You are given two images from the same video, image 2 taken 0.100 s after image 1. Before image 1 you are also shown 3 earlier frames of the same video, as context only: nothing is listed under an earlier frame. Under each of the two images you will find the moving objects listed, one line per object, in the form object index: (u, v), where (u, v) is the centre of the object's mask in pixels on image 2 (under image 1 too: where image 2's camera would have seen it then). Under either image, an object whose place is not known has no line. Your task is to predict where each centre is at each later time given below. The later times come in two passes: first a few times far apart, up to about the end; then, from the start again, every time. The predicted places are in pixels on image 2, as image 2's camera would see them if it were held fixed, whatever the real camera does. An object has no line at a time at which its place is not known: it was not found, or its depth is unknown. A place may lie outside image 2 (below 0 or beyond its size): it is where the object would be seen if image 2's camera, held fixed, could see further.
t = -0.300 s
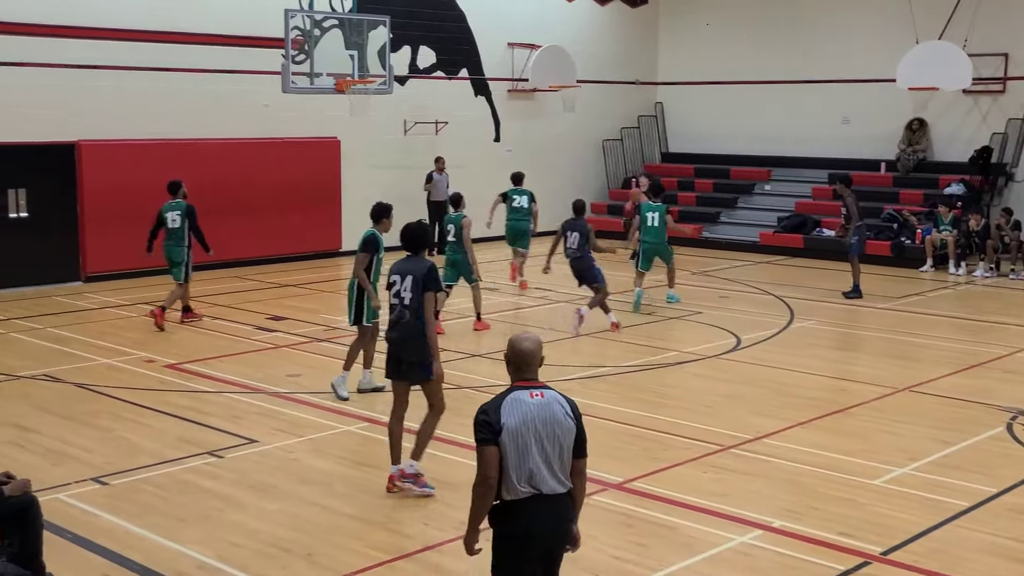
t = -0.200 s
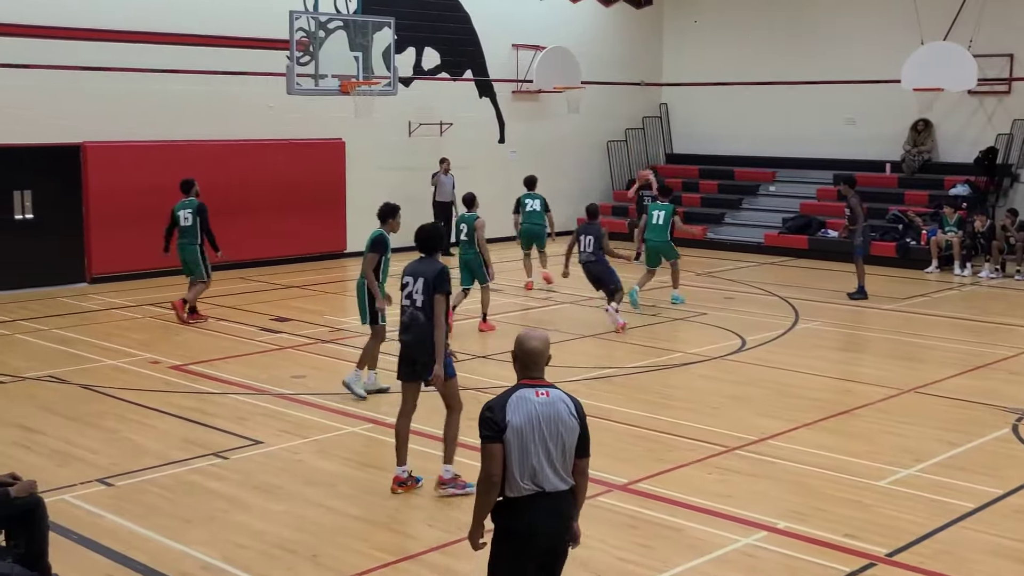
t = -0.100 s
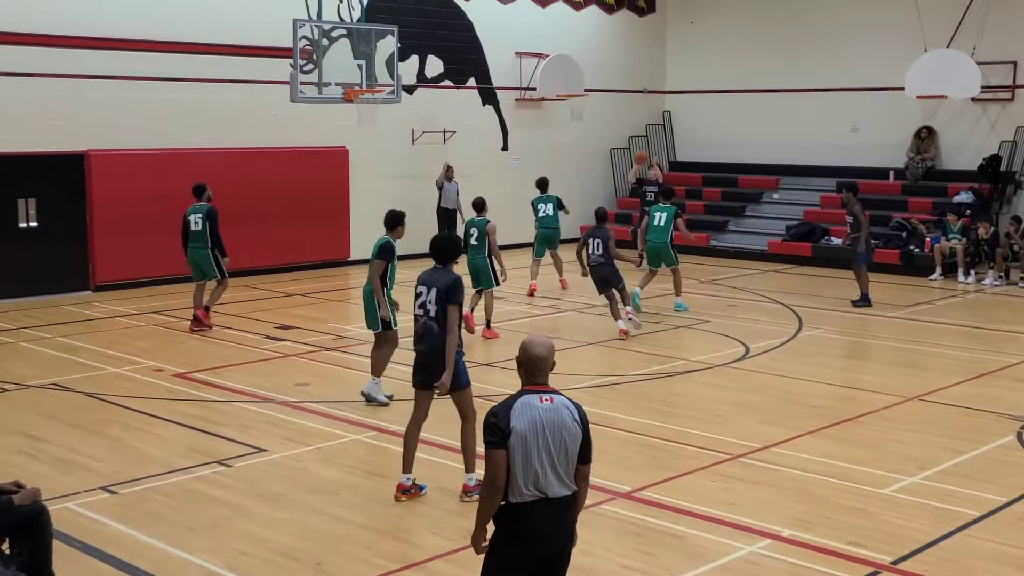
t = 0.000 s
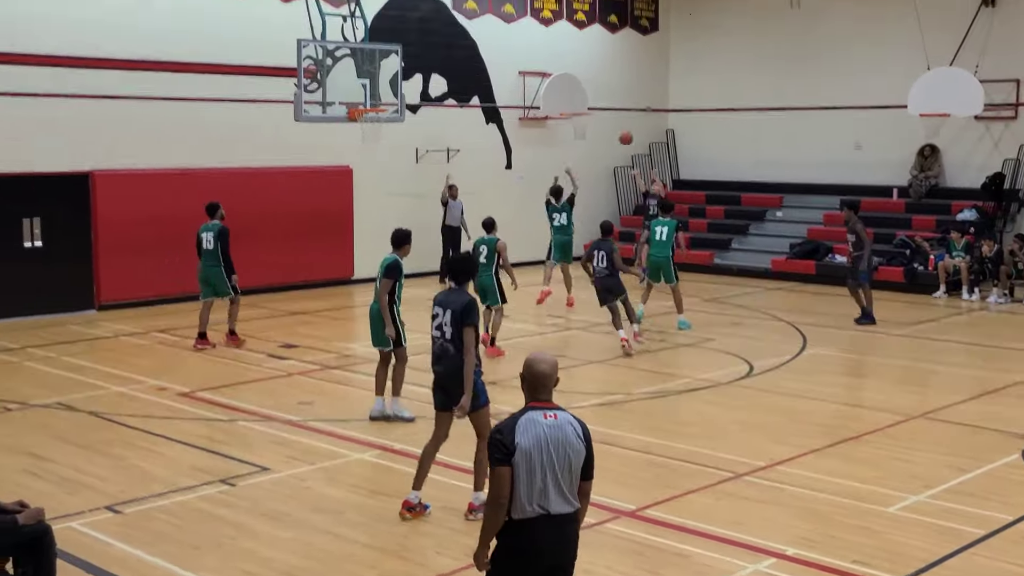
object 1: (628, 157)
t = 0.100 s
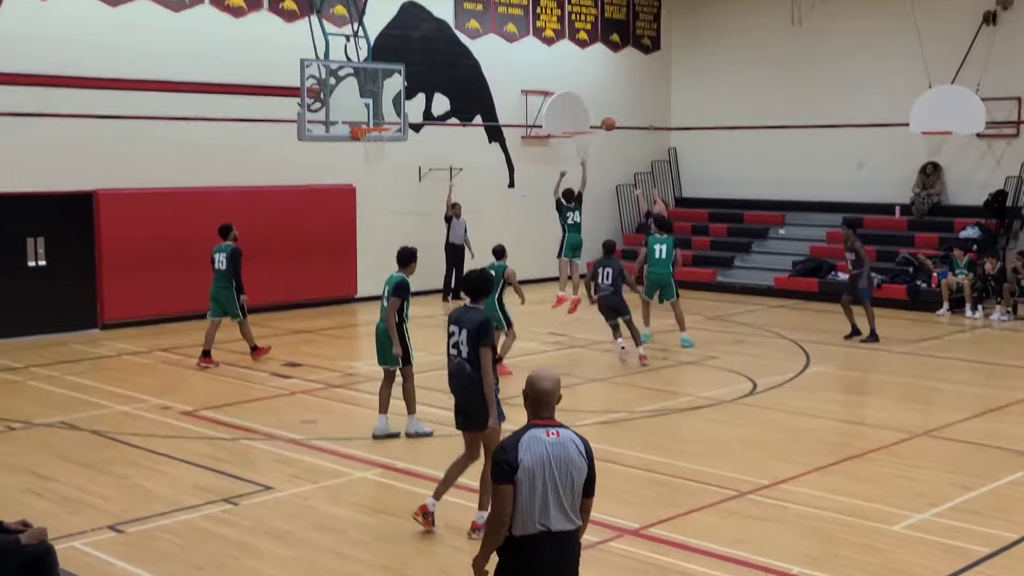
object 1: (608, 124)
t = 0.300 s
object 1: (566, 74)
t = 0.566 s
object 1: (506, 42)
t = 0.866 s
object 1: (437, 61)
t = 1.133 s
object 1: (373, 126)
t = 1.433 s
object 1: (396, 156)
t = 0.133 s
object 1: (601, 114)
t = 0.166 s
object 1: (594, 105)
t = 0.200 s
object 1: (587, 96)
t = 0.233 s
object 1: (580, 88)
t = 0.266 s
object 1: (573, 80)
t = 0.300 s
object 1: (566, 74)
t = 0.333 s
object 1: (558, 67)
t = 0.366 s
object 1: (551, 62)
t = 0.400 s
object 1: (544, 57)
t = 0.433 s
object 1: (536, 52)
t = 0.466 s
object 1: (529, 49)
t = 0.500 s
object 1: (521, 45)
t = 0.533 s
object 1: (514, 43)
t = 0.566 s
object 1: (506, 42)
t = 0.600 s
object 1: (499, 41)
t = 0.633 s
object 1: (491, 40)
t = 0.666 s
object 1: (484, 41)
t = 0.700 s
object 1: (476, 42)
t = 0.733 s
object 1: (468, 45)
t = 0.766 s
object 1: (460, 48)
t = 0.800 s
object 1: (453, 51)
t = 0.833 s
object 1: (445, 55)
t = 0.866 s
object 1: (437, 61)
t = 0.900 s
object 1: (429, 66)
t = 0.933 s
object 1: (421, 73)
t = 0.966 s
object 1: (412, 81)
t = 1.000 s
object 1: (404, 89)
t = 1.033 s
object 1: (396, 98)
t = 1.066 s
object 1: (388, 109)
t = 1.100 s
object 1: (379, 119)
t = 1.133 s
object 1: (373, 126)
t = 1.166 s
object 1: (366, 131)
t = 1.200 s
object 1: (368, 136)
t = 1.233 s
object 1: (374, 141)
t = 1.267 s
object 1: (379, 144)
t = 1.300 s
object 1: (384, 148)
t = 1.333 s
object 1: (388, 150)
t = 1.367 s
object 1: (391, 151)
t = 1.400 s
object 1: (393, 153)
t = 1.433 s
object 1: (396, 156)
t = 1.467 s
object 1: (398, 160)
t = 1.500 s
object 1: (400, 165)
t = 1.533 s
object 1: (403, 170)
